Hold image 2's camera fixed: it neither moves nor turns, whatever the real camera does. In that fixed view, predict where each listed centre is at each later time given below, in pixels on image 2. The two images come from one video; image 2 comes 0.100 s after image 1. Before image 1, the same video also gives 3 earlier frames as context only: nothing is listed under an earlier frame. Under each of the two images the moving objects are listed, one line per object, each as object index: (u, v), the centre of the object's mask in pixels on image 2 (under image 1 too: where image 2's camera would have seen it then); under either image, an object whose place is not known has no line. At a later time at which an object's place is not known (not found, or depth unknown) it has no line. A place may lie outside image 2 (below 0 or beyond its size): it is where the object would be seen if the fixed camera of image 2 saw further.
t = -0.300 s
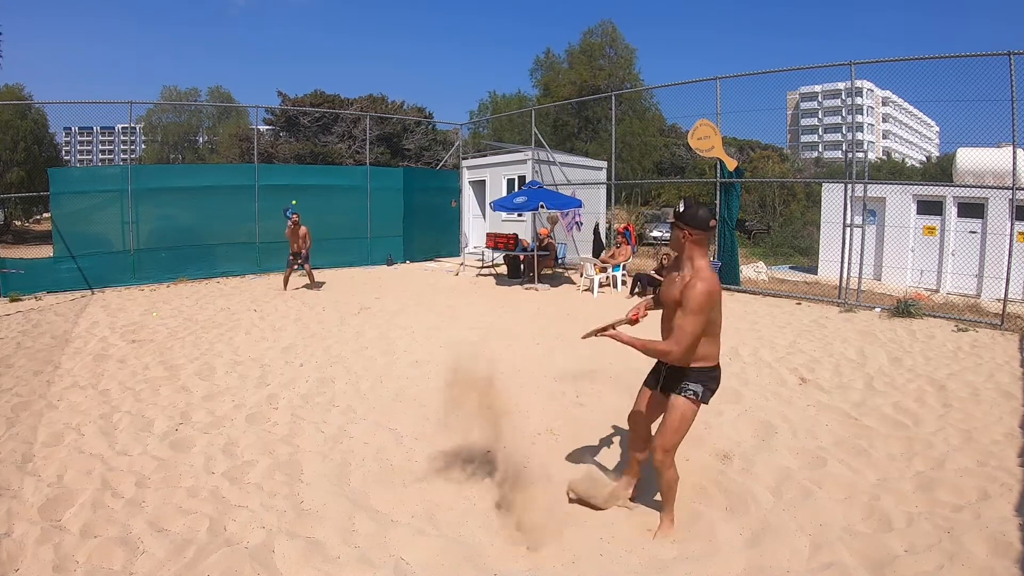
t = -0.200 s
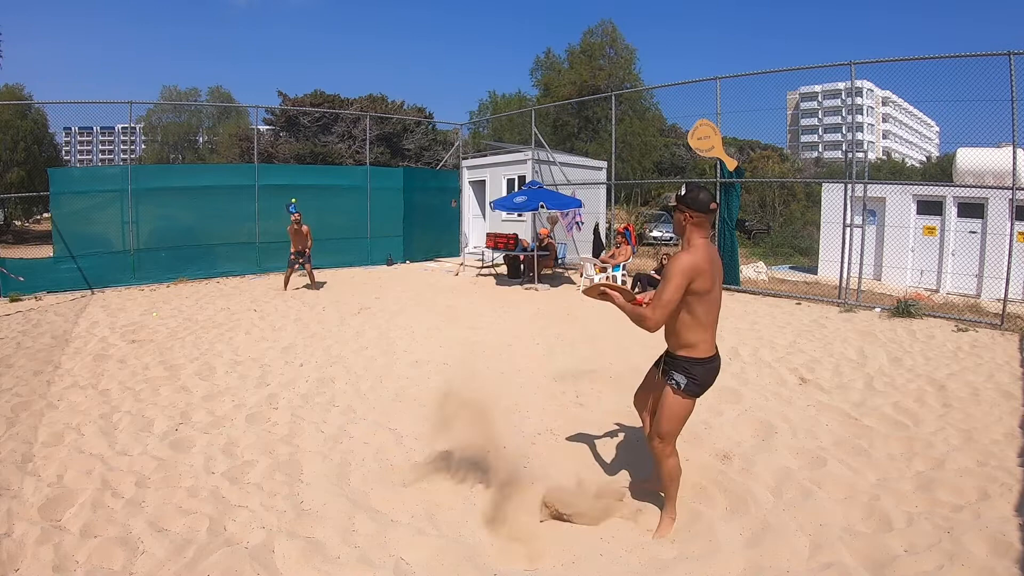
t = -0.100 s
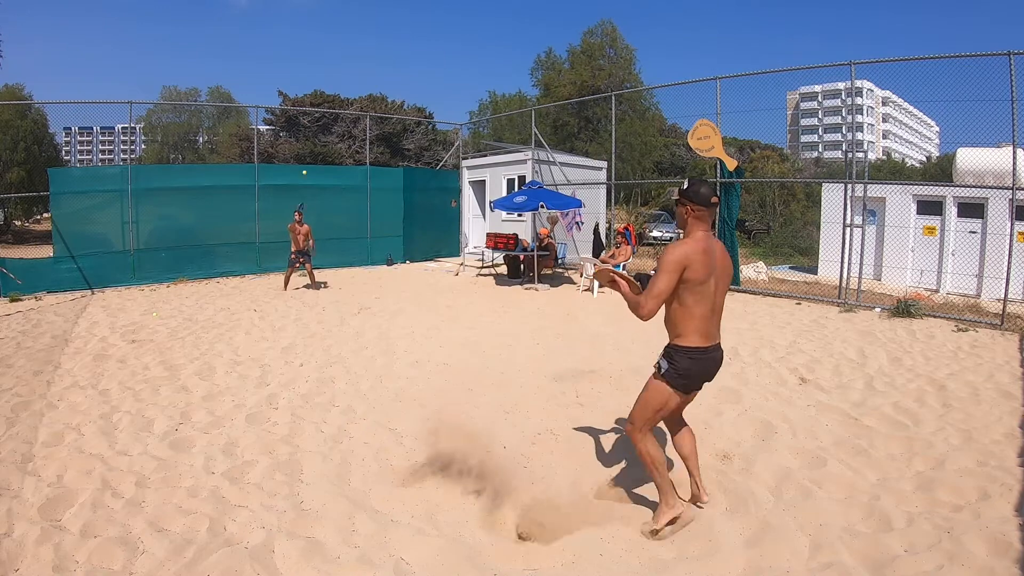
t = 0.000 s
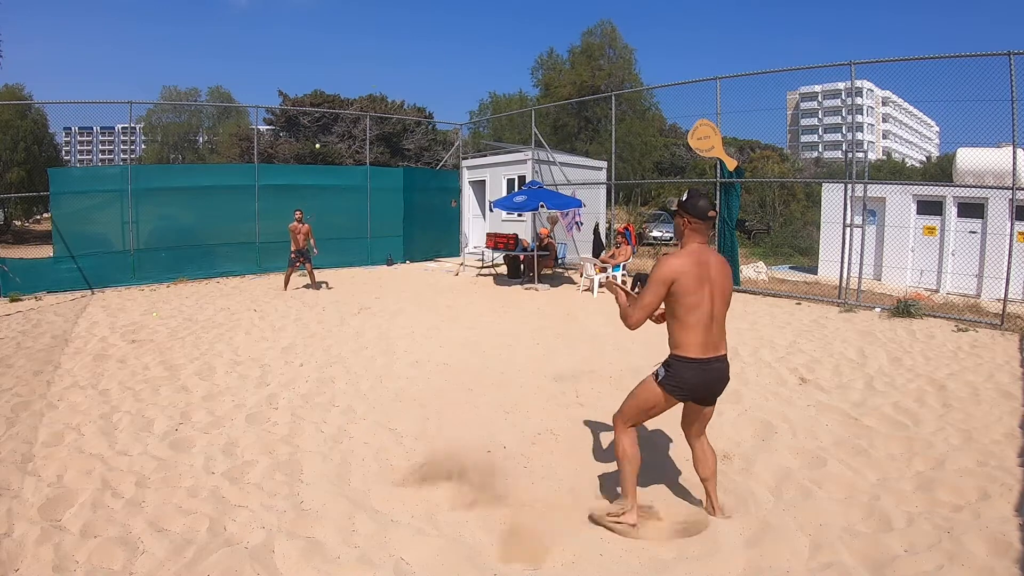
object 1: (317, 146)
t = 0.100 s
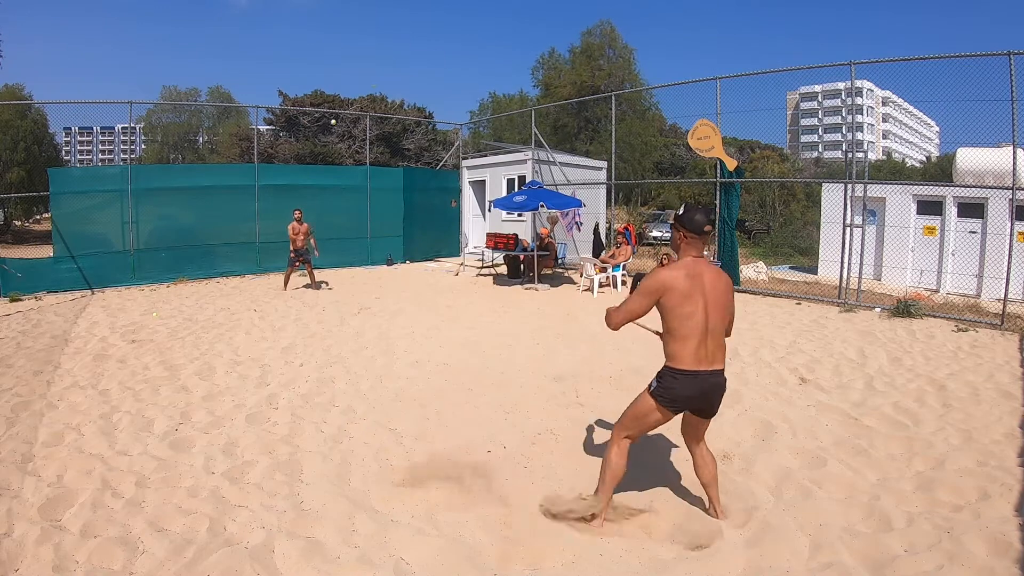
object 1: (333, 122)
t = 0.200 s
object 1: (352, 102)
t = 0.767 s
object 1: (572, 134)
